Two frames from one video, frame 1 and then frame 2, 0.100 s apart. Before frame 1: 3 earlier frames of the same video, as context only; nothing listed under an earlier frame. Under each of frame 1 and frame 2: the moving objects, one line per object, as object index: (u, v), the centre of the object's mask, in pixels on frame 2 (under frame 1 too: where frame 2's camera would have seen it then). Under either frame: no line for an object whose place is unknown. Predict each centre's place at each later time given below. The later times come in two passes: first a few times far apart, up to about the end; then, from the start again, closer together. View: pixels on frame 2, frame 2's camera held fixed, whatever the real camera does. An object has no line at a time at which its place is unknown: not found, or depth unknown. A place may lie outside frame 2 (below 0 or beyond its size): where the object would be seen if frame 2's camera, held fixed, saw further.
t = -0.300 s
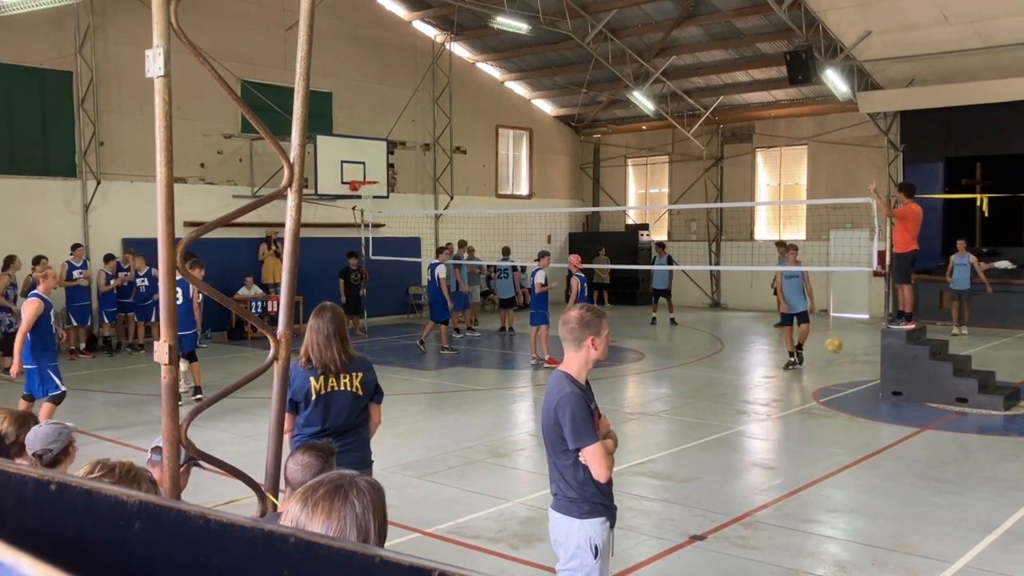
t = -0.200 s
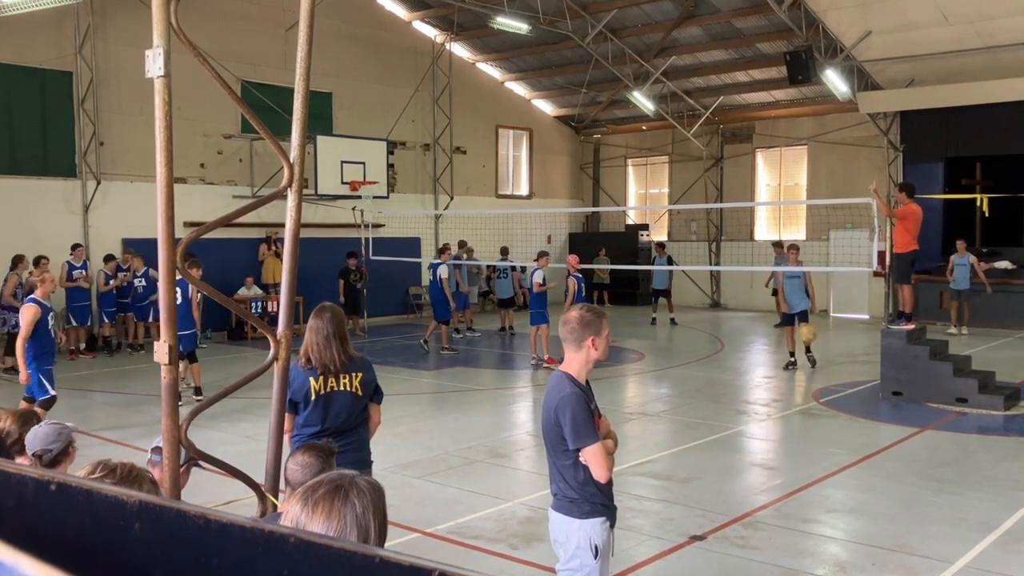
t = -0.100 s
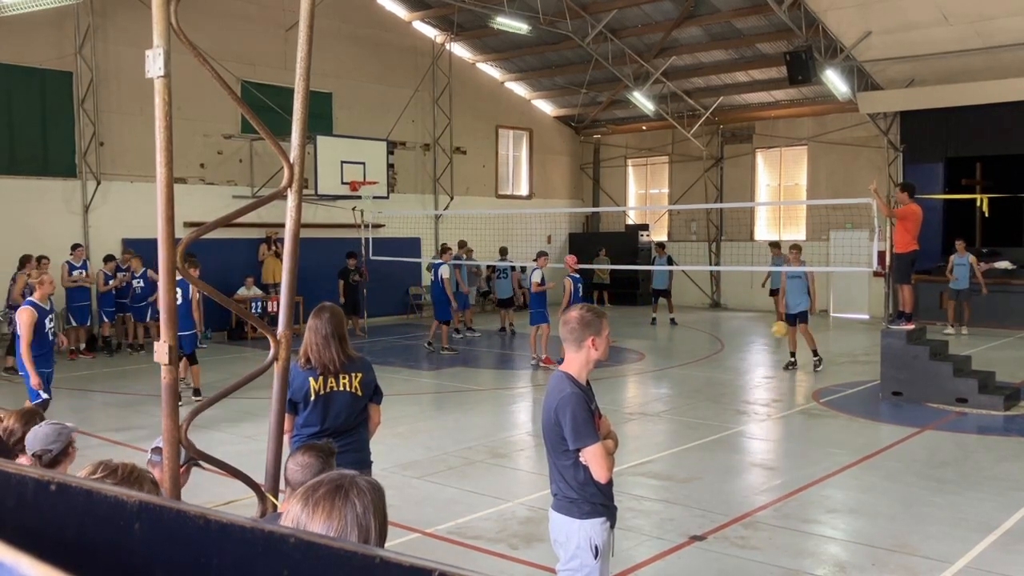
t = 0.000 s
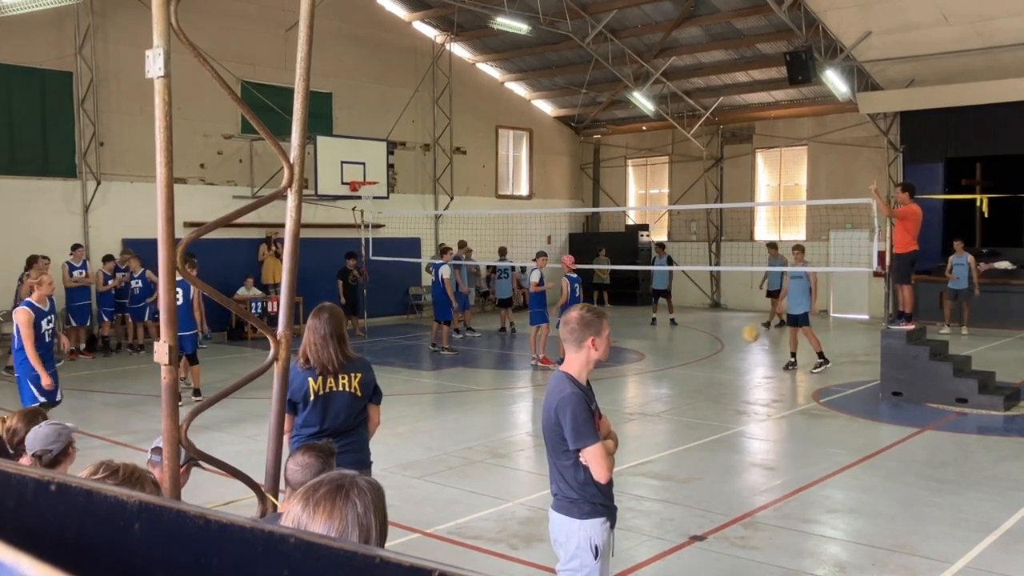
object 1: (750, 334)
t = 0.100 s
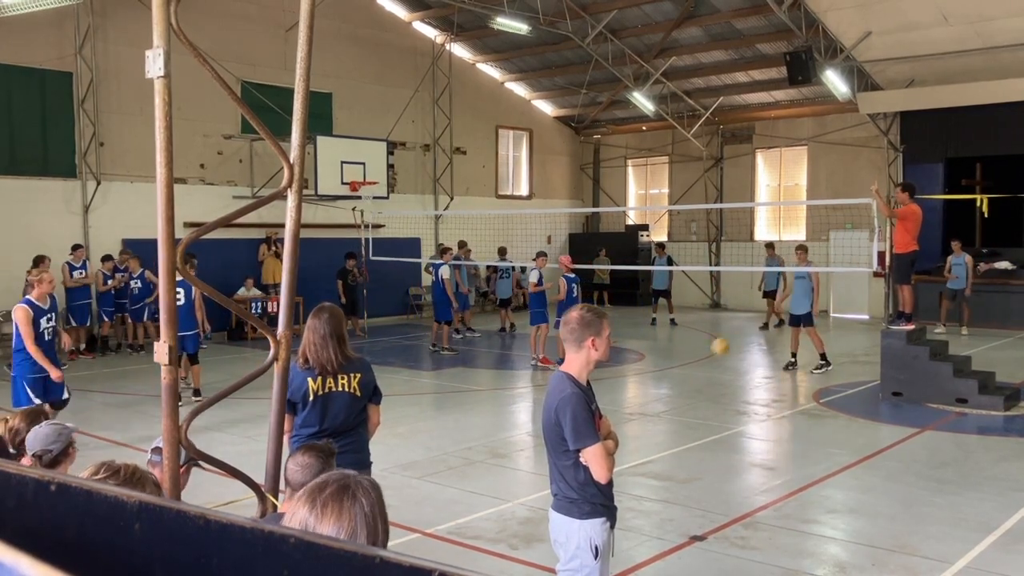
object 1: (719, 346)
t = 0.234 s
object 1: (677, 379)
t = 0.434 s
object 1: (606, 397)
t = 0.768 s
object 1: (470, 415)
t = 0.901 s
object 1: (408, 454)
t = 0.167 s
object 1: (698, 361)
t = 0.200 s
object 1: (688, 369)
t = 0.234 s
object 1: (677, 379)
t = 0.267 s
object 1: (667, 390)
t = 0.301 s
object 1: (656, 403)
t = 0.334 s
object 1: (644, 413)
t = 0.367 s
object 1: (633, 407)
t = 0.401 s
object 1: (620, 401)
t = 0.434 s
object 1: (606, 397)
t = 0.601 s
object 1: (540, 390)
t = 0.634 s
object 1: (528, 393)
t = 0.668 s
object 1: (514, 396)
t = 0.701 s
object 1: (499, 401)
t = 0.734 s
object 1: (485, 407)
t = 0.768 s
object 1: (470, 415)
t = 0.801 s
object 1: (455, 423)
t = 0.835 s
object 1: (439, 434)
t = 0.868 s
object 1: (424, 445)
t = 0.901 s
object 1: (408, 454)
